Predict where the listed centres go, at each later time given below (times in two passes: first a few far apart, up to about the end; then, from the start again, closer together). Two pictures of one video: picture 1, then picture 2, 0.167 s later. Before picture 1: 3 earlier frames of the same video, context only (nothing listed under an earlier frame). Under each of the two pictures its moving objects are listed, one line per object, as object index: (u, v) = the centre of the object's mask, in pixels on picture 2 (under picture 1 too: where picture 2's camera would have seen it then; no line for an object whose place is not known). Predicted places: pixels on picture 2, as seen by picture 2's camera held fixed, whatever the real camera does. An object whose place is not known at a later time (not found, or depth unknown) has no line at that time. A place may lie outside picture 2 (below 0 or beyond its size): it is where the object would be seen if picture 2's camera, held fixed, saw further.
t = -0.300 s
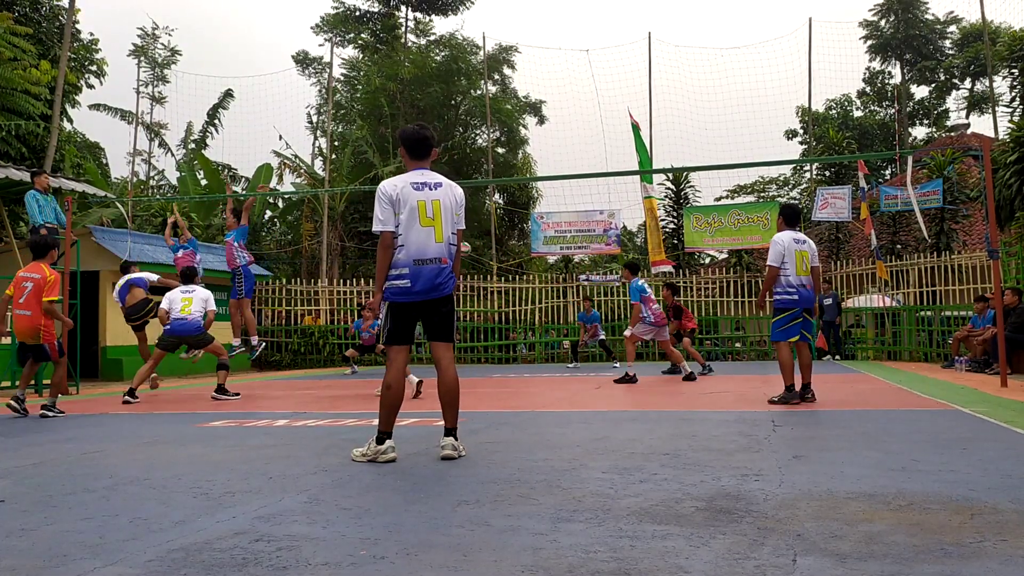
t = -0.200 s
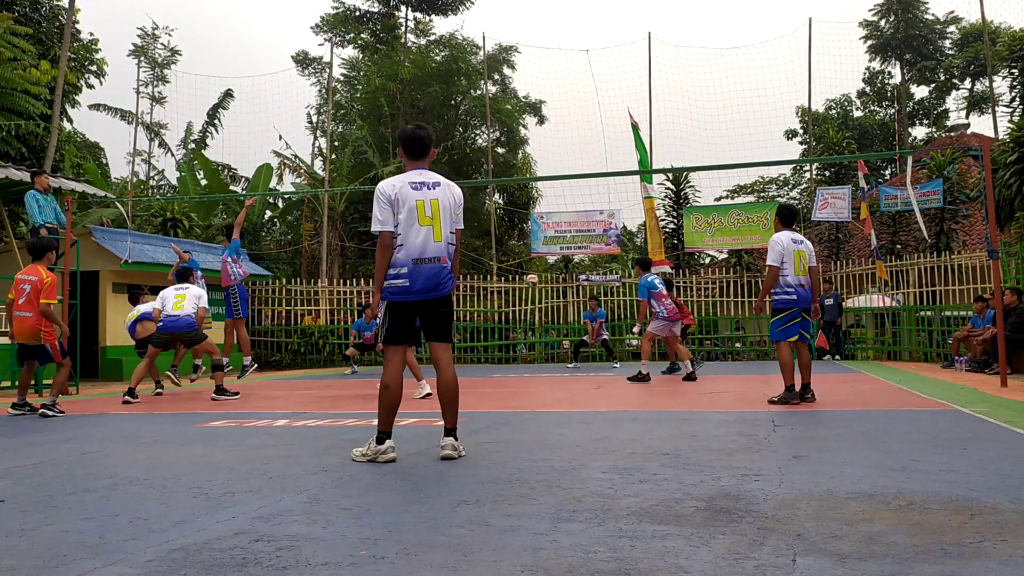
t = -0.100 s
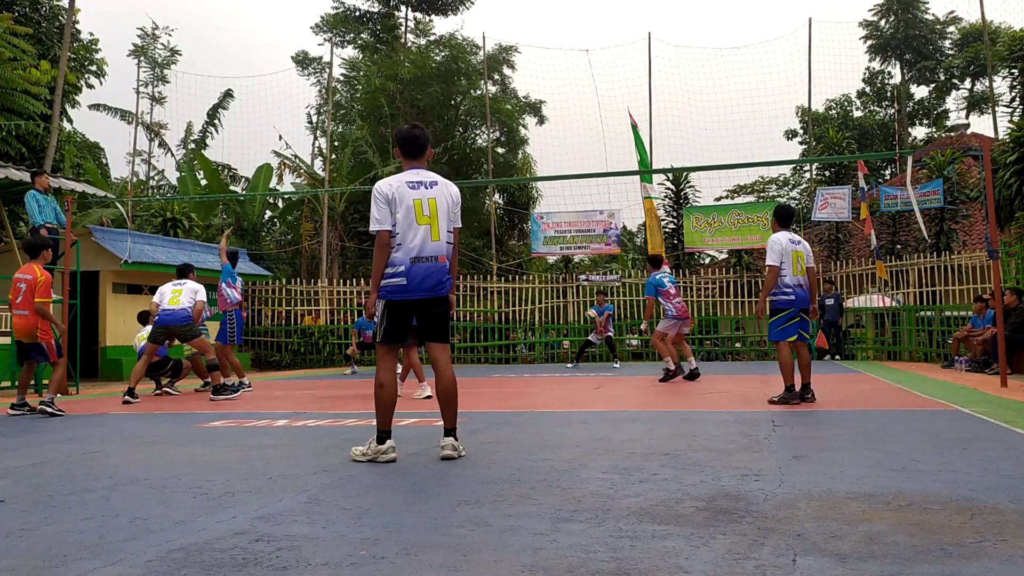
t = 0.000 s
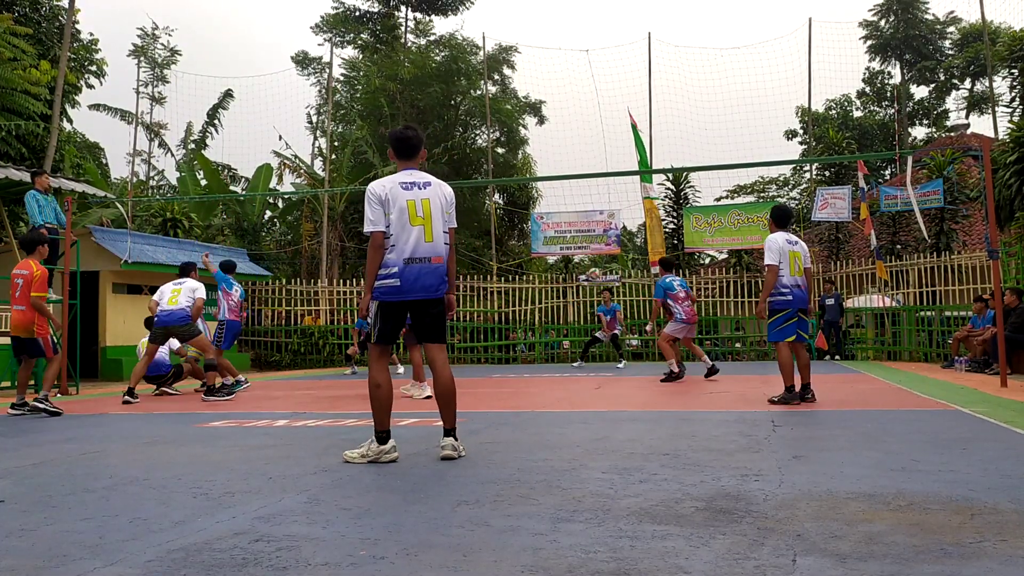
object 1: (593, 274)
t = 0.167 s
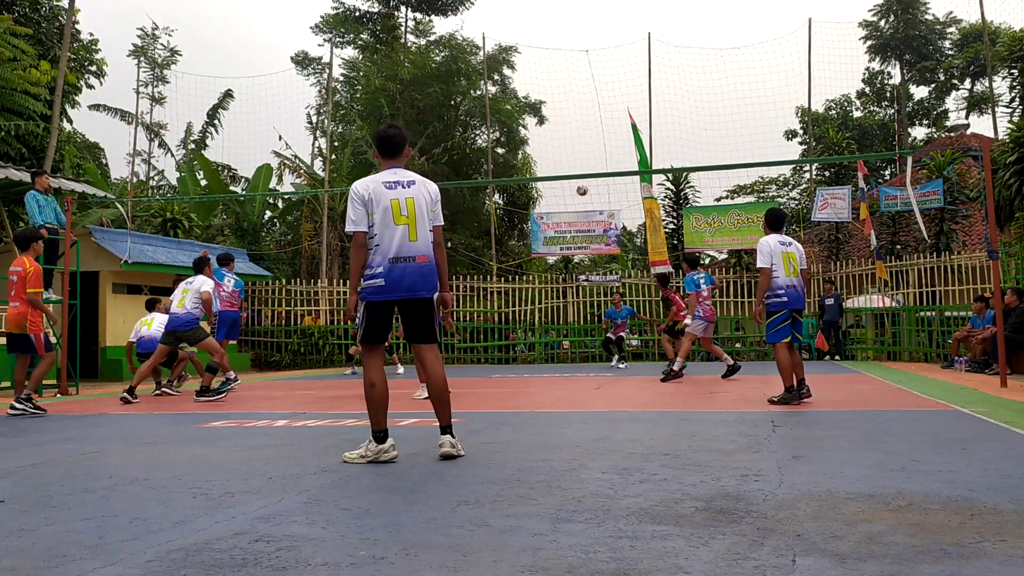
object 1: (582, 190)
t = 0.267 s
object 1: (575, 147)
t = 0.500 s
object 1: (561, 70)
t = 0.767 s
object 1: (546, 19)
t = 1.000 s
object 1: (534, 5)
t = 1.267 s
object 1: (521, 25)
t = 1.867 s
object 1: (491, 203)
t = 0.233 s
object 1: (577, 161)
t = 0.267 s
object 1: (575, 147)
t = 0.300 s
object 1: (573, 135)
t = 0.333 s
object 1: (571, 122)
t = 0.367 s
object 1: (569, 111)
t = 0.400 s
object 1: (567, 100)
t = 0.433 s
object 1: (565, 89)
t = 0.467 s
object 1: (563, 80)
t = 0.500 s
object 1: (561, 70)
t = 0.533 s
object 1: (559, 62)
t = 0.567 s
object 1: (557, 54)
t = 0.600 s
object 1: (555, 47)
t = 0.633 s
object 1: (554, 40)
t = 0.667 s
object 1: (552, 34)
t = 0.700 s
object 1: (550, 29)
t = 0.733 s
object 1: (548, 24)
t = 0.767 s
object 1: (546, 19)
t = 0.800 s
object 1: (545, 15)
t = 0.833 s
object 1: (543, 12)
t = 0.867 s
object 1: (541, 10)
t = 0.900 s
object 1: (540, 8)
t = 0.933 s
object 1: (538, 6)
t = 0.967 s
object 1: (536, 6)
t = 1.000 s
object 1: (534, 5)
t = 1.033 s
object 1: (533, 6)
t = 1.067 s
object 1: (531, 7)
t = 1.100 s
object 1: (529, 8)
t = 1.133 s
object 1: (528, 11)
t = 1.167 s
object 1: (526, 13)
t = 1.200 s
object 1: (524, 17)
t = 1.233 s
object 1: (523, 21)
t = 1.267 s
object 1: (521, 25)
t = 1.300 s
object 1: (519, 31)
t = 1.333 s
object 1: (518, 36)
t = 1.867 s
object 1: (491, 203)
